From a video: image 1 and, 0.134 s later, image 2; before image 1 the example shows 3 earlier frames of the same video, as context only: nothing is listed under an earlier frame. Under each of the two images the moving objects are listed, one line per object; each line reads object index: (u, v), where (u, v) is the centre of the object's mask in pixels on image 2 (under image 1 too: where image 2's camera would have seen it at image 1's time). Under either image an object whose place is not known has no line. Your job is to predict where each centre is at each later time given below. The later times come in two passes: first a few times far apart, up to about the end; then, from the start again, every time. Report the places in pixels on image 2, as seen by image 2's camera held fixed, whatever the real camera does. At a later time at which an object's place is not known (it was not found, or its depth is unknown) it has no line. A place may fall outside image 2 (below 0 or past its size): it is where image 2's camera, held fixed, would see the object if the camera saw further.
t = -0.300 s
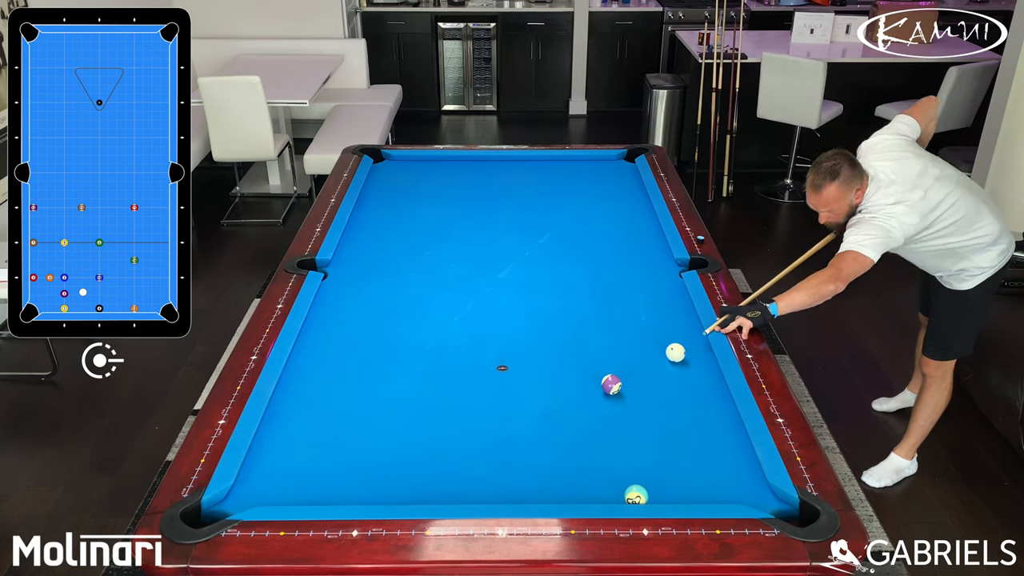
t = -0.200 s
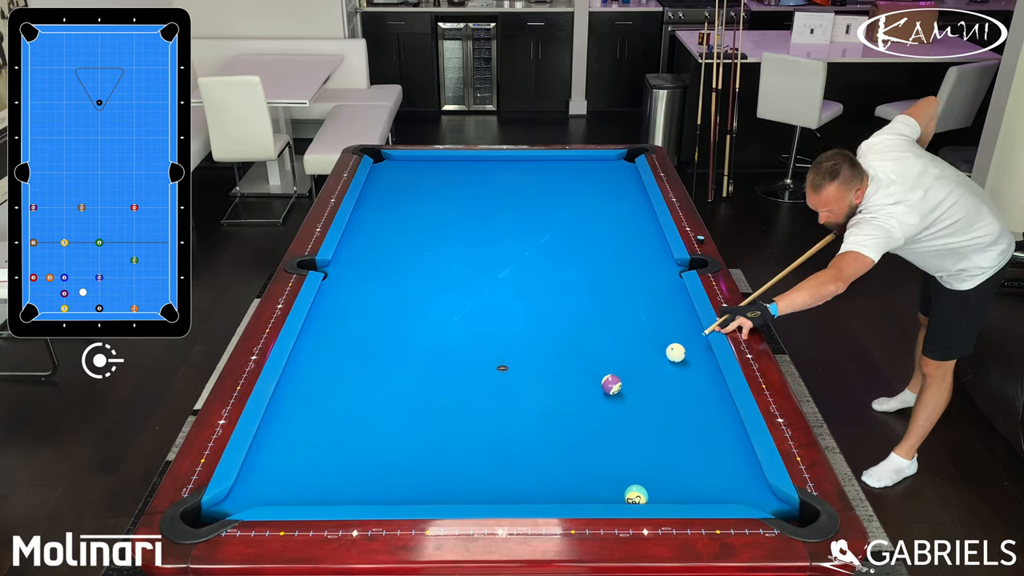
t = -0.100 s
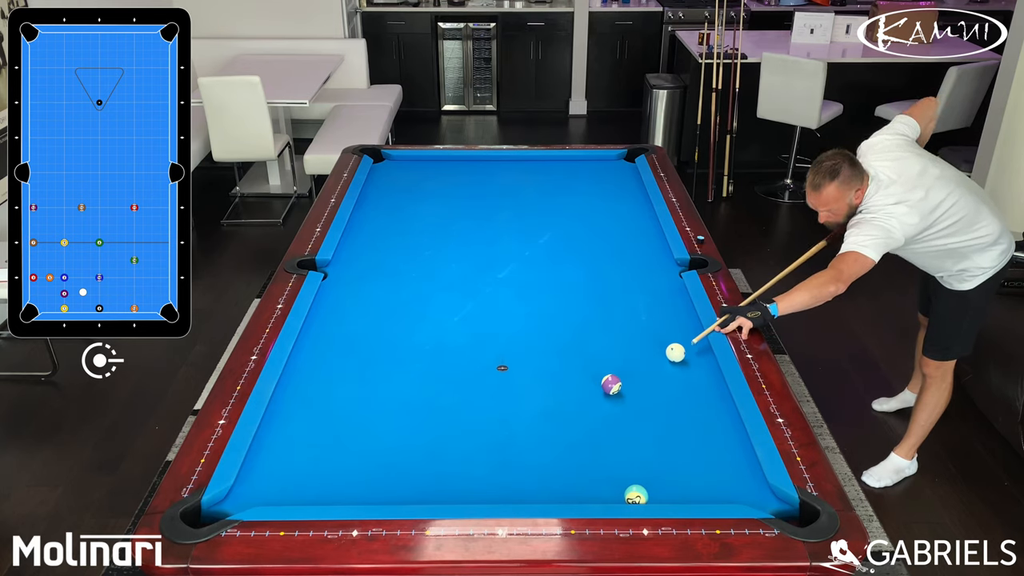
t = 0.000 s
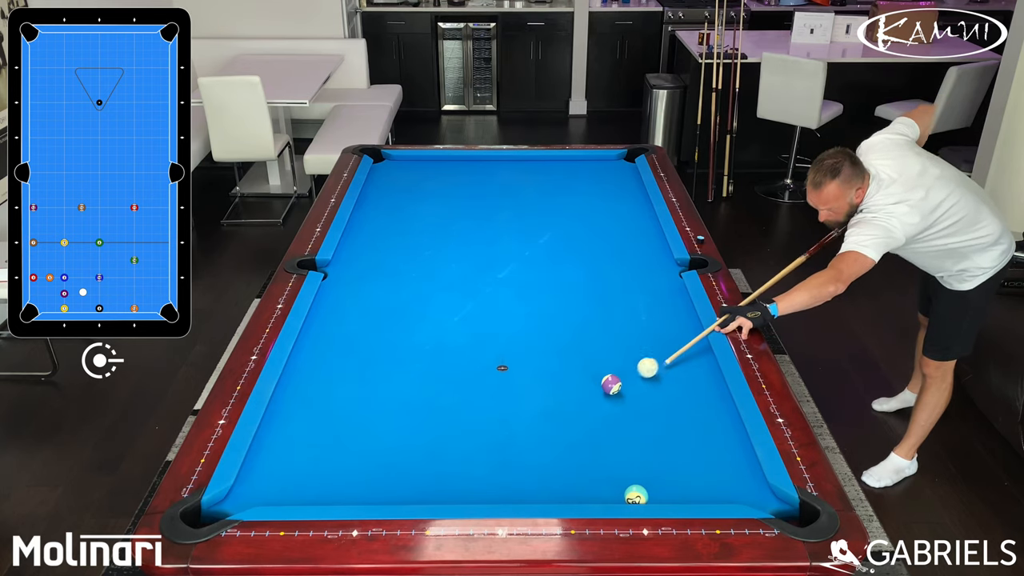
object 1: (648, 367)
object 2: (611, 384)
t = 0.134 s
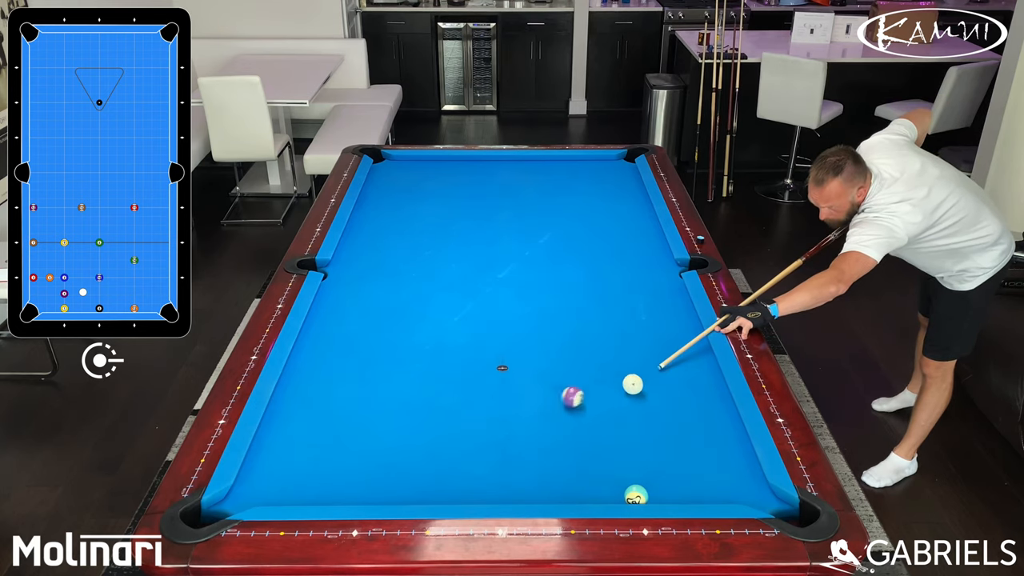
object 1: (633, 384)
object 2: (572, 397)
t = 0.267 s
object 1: (640, 392)
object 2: (519, 414)
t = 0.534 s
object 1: (654, 406)
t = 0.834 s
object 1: (669, 422)
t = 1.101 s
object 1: (681, 435)
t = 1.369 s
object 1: (693, 448)
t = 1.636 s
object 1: (703, 459)
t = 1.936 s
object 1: (714, 470)
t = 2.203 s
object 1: (722, 478)
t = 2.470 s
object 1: (728, 485)
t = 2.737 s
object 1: (733, 490)
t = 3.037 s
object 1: (736, 493)
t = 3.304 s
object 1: (738, 494)
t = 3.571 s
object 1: (738, 494)
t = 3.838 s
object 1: (738, 494)
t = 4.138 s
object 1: (738, 494)
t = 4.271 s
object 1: (738, 494)
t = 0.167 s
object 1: (634, 386)
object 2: (559, 401)
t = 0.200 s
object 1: (636, 388)
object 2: (545, 406)
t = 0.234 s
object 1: (638, 390)
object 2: (531, 410)
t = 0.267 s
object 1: (640, 392)
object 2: (519, 414)
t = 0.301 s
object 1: (642, 393)
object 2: (506, 418)
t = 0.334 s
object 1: (643, 395)
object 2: (493, 422)
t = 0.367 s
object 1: (645, 397)
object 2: (482, 426)
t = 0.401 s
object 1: (647, 399)
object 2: (467, 431)
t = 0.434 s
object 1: (649, 401)
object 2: (454, 435)
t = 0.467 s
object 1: (651, 403)
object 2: (441, 439)
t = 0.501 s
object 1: (652, 404)
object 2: (428, 444)
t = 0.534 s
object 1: (654, 406)
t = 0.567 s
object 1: (655, 408)
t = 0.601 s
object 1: (657, 410)
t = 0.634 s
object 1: (659, 412)
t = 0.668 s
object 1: (661, 413)
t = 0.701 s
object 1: (662, 415)
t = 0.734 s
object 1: (664, 417)
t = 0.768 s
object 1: (665, 419)
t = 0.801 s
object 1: (667, 420)
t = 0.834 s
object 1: (669, 422)
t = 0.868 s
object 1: (670, 424)
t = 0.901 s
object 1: (672, 425)
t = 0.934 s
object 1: (674, 427)
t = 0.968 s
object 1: (675, 429)
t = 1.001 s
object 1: (677, 431)
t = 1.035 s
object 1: (678, 432)
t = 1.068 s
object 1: (680, 434)
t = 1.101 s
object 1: (681, 435)
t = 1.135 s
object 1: (683, 437)
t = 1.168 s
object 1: (684, 439)
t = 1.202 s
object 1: (686, 440)
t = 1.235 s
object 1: (687, 442)
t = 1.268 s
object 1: (689, 443)
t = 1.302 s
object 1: (690, 445)
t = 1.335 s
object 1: (691, 446)
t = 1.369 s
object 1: (693, 448)
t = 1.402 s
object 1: (694, 449)
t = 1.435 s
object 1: (695, 451)
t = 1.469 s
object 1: (697, 452)
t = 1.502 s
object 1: (698, 454)
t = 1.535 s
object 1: (700, 455)
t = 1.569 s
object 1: (701, 456)
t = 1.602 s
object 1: (702, 458)
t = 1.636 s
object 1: (703, 459)
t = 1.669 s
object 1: (704, 460)
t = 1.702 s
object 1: (706, 462)
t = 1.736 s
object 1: (707, 463)
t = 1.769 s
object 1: (708, 464)
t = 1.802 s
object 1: (709, 465)
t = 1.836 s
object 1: (710, 467)
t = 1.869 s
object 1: (712, 468)
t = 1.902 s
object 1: (713, 469)
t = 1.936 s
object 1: (714, 470)
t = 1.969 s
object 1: (715, 471)
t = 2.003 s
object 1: (716, 472)
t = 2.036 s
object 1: (717, 473)
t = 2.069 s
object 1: (718, 475)
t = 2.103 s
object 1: (719, 476)
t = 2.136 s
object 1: (720, 477)
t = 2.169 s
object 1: (721, 478)
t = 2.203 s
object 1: (722, 478)
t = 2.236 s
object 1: (722, 479)
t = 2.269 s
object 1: (723, 480)
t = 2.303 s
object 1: (724, 481)
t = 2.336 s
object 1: (725, 482)
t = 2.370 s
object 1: (726, 483)
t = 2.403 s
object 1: (726, 483)
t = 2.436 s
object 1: (727, 484)
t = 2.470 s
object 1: (728, 485)
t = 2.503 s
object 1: (728, 486)
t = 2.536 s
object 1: (729, 487)
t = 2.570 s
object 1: (730, 487)
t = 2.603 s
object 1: (730, 488)
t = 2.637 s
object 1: (731, 488)
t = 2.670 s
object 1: (732, 489)
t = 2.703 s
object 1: (732, 490)
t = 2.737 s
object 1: (733, 490)
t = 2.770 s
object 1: (733, 491)
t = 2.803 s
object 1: (734, 491)
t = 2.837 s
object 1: (734, 491)
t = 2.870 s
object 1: (734, 492)
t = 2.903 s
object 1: (735, 492)
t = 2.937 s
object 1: (735, 493)
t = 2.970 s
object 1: (735, 493)
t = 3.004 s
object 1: (736, 493)
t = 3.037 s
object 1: (736, 493)
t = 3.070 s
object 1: (736, 493)
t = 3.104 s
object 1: (737, 494)
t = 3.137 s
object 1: (737, 494)
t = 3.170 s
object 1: (737, 494)
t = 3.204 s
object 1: (737, 494)
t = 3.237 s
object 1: (737, 494)
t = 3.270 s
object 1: (738, 494)
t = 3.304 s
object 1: (738, 494)
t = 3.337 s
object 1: (738, 494)
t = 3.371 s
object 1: (738, 494)
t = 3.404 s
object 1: (738, 494)
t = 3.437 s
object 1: (738, 494)
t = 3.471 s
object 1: (738, 494)
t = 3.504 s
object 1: (738, 494)
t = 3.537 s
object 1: (738, 494)
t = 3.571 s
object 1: (738, 494)
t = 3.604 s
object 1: (738, 494)
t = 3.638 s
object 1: (738, 494)
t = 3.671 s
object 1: (738, 494)
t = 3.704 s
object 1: (738, 494)
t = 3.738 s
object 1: (738, 494)
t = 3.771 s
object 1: (738, 494)
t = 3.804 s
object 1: (738, 494)
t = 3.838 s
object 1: (738, 494)
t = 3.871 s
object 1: (738, 494)
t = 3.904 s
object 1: (738, 494)
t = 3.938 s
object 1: (738, 494)
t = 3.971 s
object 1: (738, 494)
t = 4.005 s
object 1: (738, 494)
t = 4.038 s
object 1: (738, 494)
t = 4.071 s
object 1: (738, 494)
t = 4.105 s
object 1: (738, 494)
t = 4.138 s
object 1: (738, 494)
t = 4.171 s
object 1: (738, 494)
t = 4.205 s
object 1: (738, 494)
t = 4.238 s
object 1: (738, 494)
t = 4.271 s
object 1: (738, 494)
